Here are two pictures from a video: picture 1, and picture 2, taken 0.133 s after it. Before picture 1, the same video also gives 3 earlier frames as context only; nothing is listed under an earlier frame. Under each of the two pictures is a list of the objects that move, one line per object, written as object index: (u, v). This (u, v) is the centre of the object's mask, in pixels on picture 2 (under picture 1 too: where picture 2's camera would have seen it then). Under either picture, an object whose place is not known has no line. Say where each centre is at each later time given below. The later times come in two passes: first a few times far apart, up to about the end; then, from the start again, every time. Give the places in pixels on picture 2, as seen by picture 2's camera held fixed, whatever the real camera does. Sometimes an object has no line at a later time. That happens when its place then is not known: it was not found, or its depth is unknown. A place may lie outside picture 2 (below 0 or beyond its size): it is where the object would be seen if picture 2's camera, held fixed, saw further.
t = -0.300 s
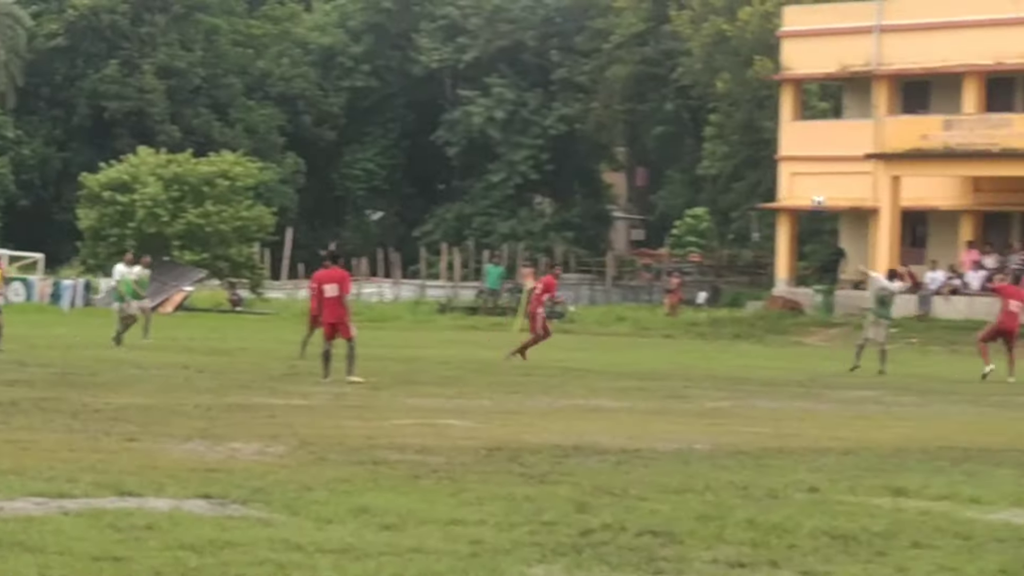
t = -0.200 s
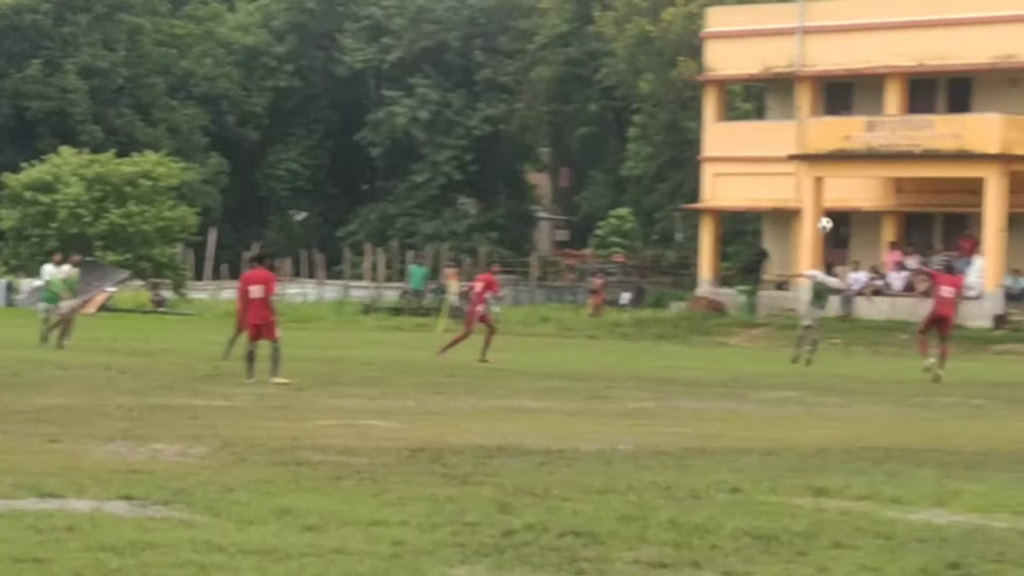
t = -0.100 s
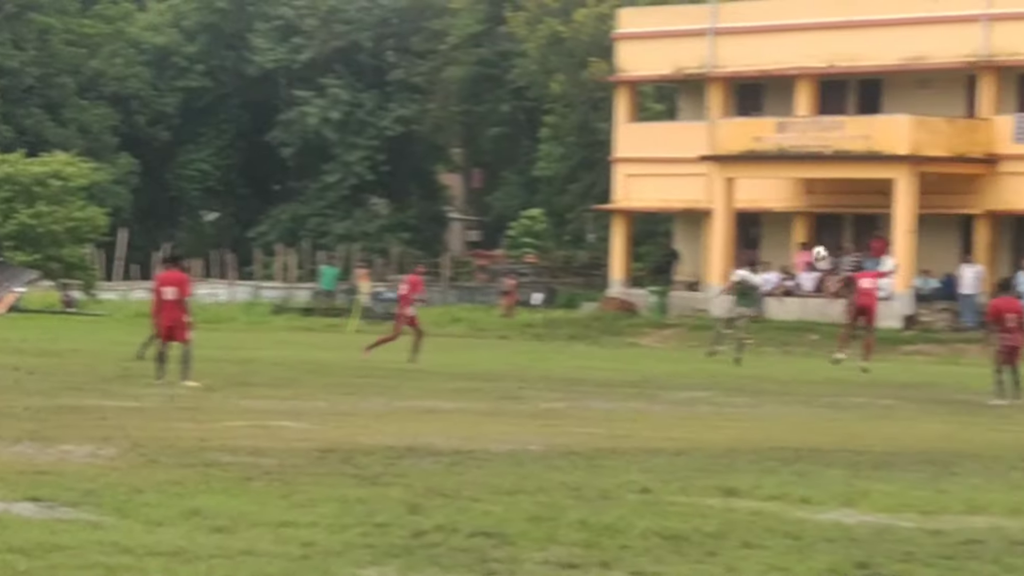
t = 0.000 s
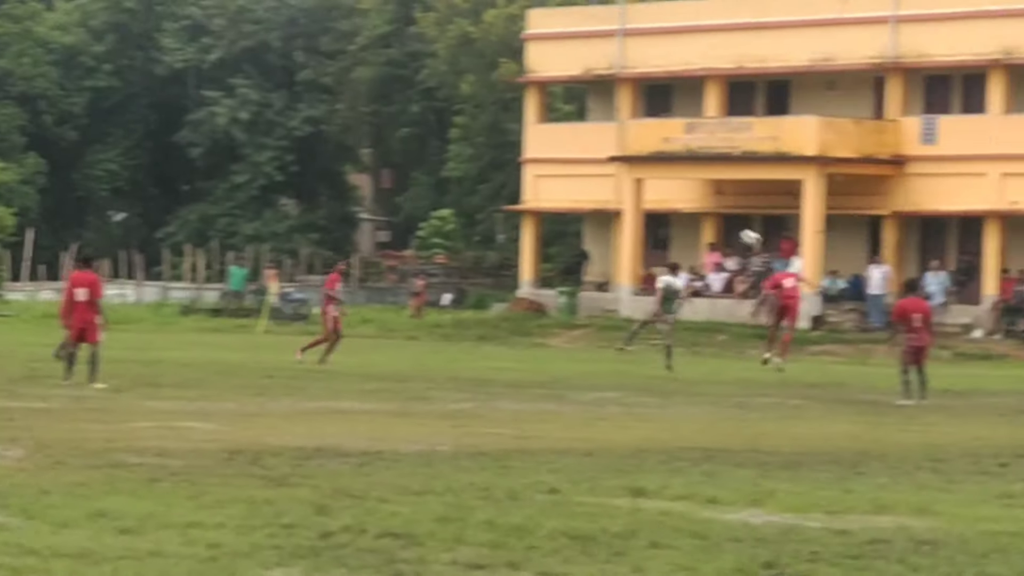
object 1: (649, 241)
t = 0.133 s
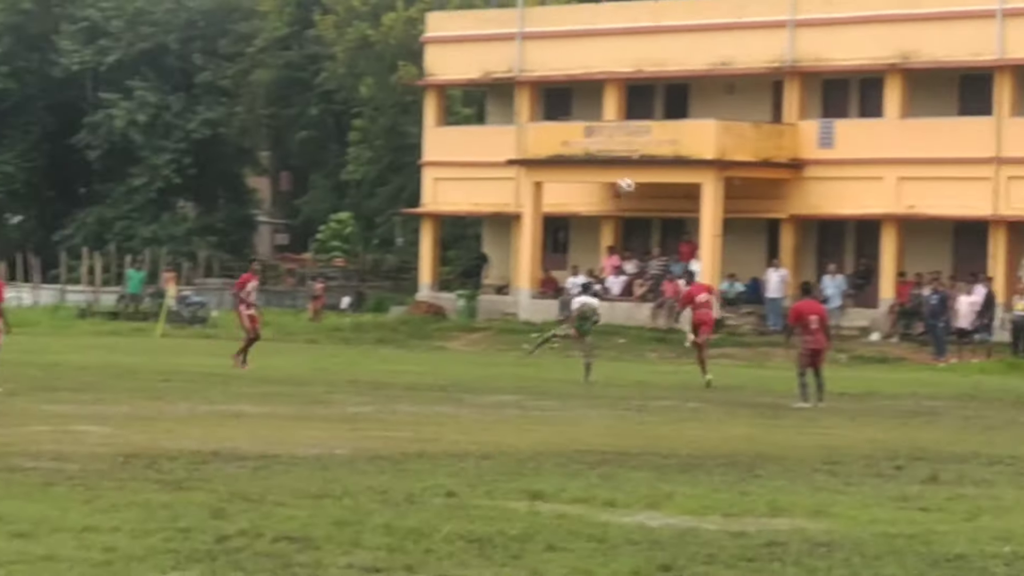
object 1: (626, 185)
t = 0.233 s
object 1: (608, 150)
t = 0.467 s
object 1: (571, 94)
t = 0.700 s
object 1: (538, 71)
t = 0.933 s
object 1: (504, 86)
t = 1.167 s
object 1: (472, 138)
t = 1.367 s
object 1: (445, 212)
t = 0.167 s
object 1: (620, 173)
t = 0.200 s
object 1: (614, 161)
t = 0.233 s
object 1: (608, 150)
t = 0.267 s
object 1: (603, 141)
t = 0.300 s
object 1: (598, 131)
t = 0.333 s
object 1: (592, 121)
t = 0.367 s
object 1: (586, 113)
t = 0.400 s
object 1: (582, 105)
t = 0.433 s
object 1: (577, 99)
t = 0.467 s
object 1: (571, 94)
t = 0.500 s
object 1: (566, 88)
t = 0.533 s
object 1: (562, 84)
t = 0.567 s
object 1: (556, 80)
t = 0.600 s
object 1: (552, 77)
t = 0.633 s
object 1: (547, 76)
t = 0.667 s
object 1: (542, 74)
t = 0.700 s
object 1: (538, 71)
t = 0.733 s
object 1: (534, 72)
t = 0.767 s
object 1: (528, 72)
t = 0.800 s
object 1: (524, 73)
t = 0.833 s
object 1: (518, 76)
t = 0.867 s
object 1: (513, 79)
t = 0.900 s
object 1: (509, 82)
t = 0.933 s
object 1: (504, 86)
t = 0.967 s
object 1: (500, 91)
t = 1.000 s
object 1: (495, 97)
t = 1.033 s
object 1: (490, 103)
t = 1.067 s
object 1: (486, 110)
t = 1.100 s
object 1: (481, 118)
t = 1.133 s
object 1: (477, 127)
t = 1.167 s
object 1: (472, 138)
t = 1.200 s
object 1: (467, 149)
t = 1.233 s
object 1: (462, 158)
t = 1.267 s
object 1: (459, 171)
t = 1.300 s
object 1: (454, 184)
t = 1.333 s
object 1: (449, 197)
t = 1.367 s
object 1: (445, 212)
